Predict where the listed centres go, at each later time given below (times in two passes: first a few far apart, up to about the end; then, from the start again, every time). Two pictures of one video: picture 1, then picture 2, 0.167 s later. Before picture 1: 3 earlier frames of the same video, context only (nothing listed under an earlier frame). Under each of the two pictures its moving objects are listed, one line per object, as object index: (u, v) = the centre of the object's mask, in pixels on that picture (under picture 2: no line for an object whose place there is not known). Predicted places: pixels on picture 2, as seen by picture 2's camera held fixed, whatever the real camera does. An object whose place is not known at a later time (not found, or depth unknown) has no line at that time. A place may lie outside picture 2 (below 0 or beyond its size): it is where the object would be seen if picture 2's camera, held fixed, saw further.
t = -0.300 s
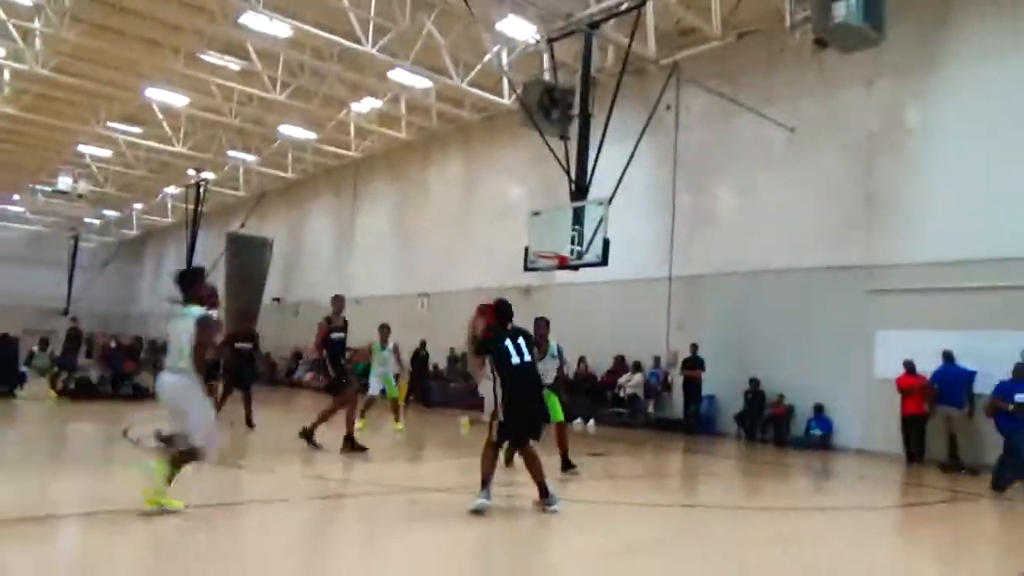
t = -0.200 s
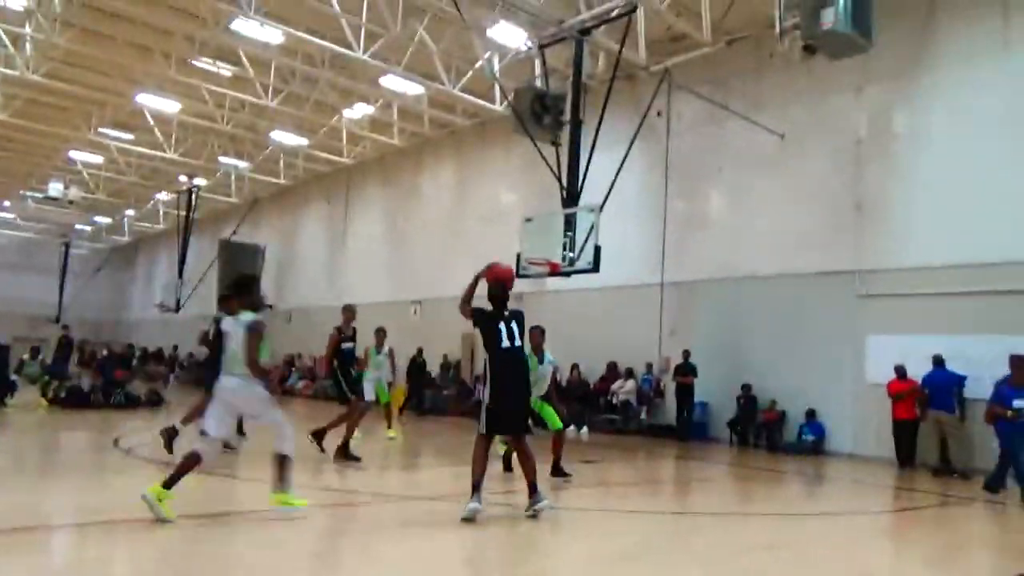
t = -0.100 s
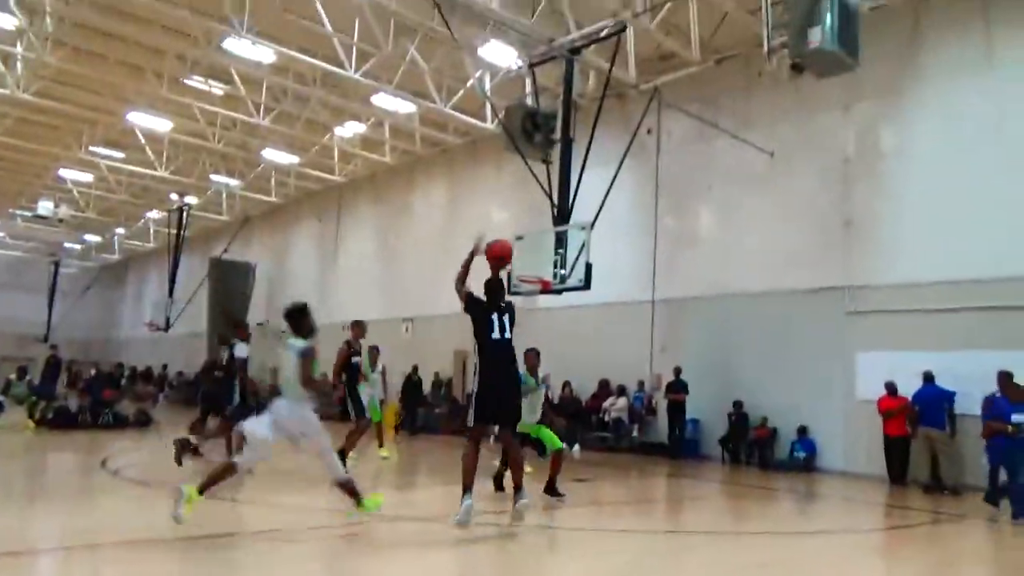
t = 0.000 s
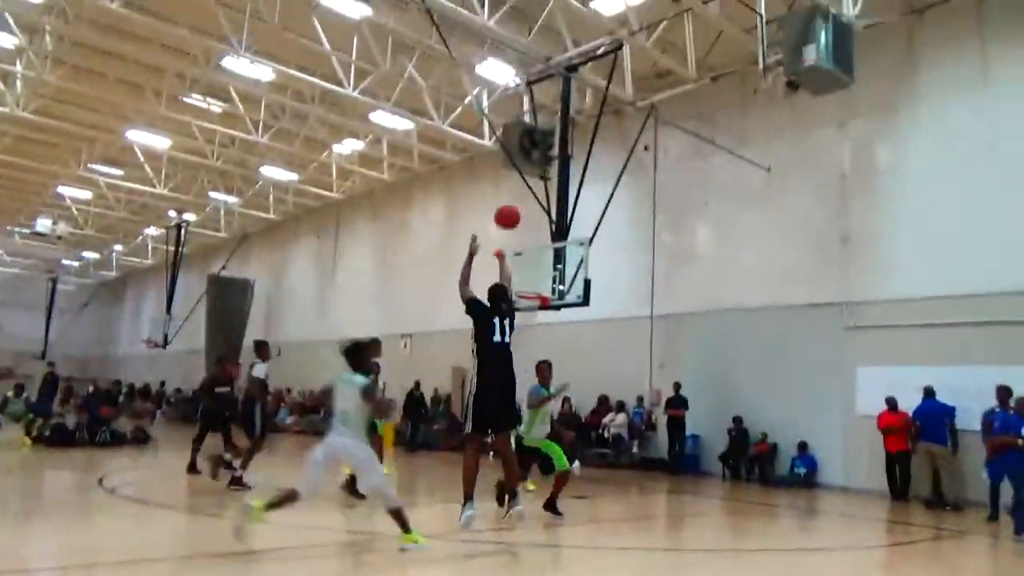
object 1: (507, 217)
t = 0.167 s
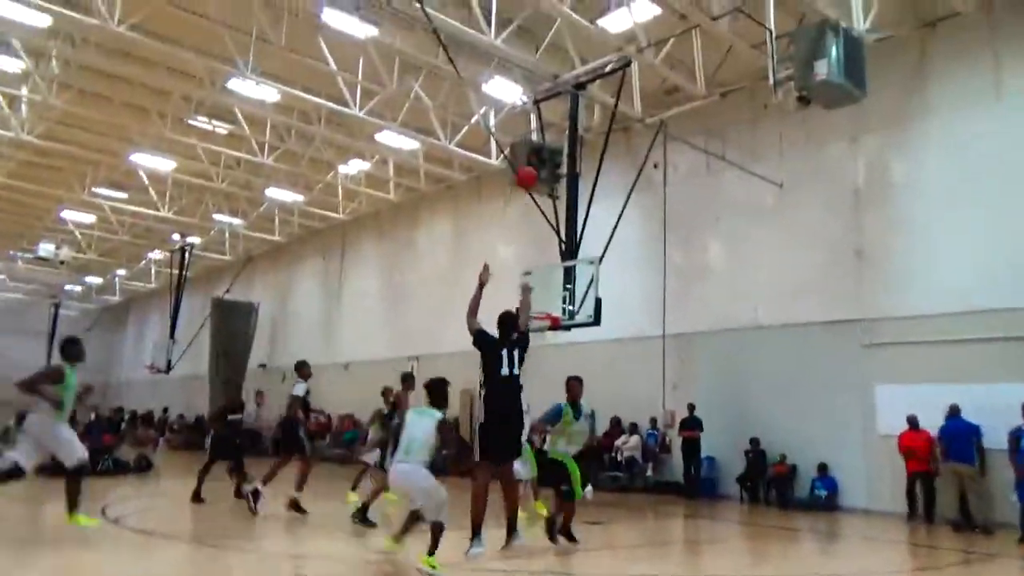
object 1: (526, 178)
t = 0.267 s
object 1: (529, 163)
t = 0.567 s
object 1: (536, 164)
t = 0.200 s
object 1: (527, 173)
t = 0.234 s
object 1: (529, 167)
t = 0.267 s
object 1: (529, 163)
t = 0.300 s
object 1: (531, 160)
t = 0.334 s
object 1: (534, 158)
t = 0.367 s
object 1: (535, 158)
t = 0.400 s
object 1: (535, 158)
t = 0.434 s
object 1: (535, 157)
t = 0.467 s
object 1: (535, 157)
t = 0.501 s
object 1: (536, 161)
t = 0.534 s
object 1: (536, 162)
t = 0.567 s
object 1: (536, 164)
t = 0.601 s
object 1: (538, 169)
